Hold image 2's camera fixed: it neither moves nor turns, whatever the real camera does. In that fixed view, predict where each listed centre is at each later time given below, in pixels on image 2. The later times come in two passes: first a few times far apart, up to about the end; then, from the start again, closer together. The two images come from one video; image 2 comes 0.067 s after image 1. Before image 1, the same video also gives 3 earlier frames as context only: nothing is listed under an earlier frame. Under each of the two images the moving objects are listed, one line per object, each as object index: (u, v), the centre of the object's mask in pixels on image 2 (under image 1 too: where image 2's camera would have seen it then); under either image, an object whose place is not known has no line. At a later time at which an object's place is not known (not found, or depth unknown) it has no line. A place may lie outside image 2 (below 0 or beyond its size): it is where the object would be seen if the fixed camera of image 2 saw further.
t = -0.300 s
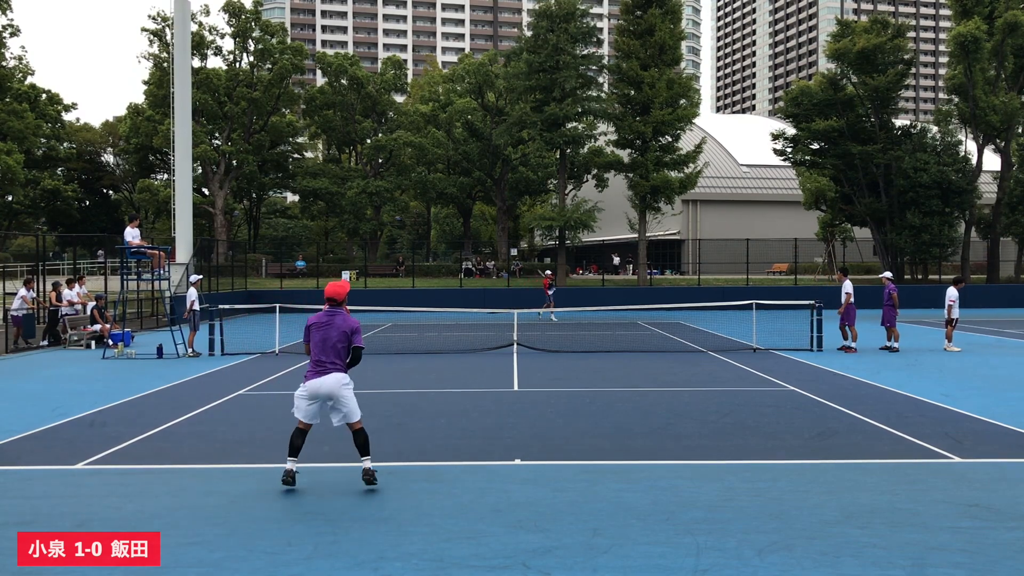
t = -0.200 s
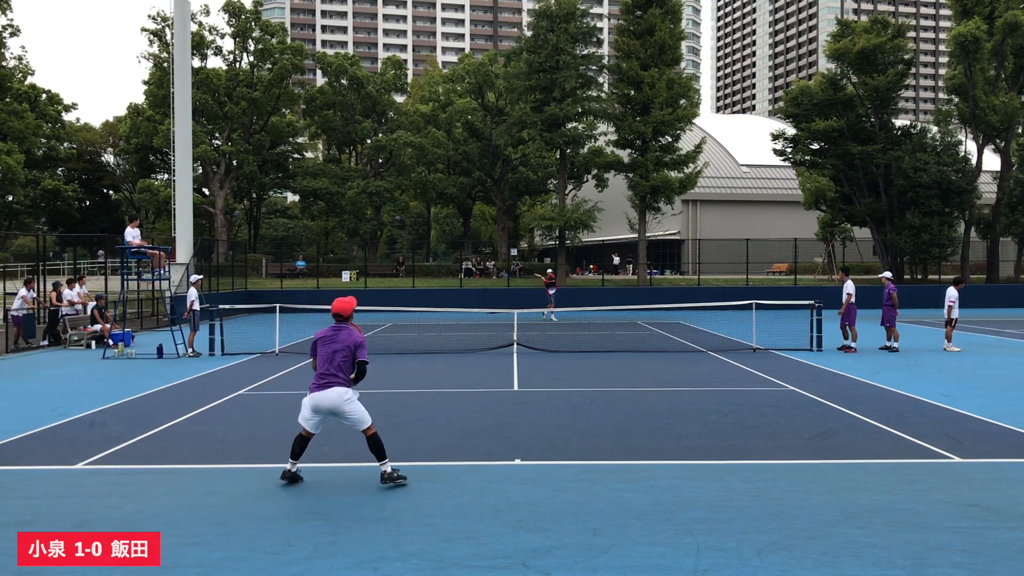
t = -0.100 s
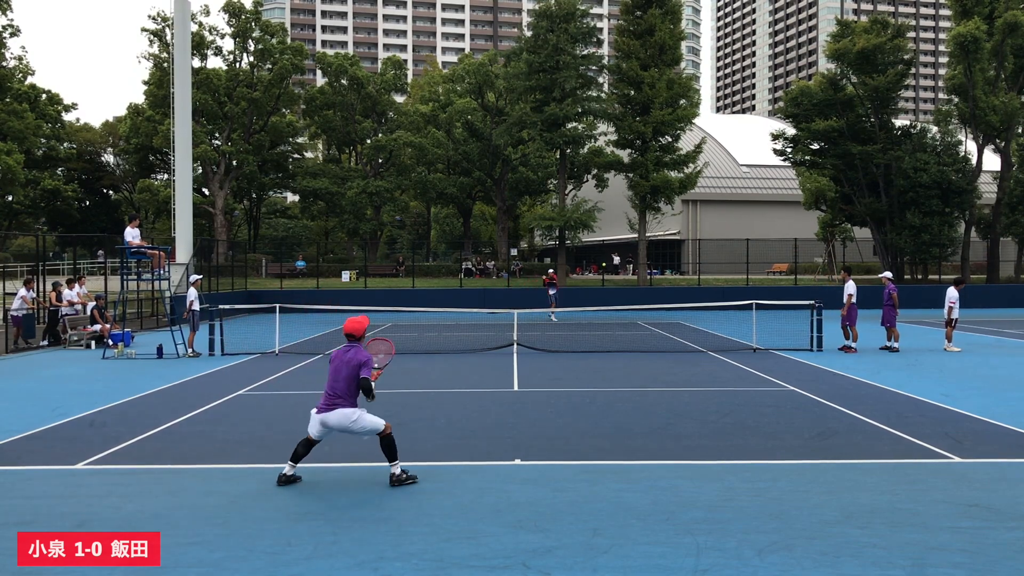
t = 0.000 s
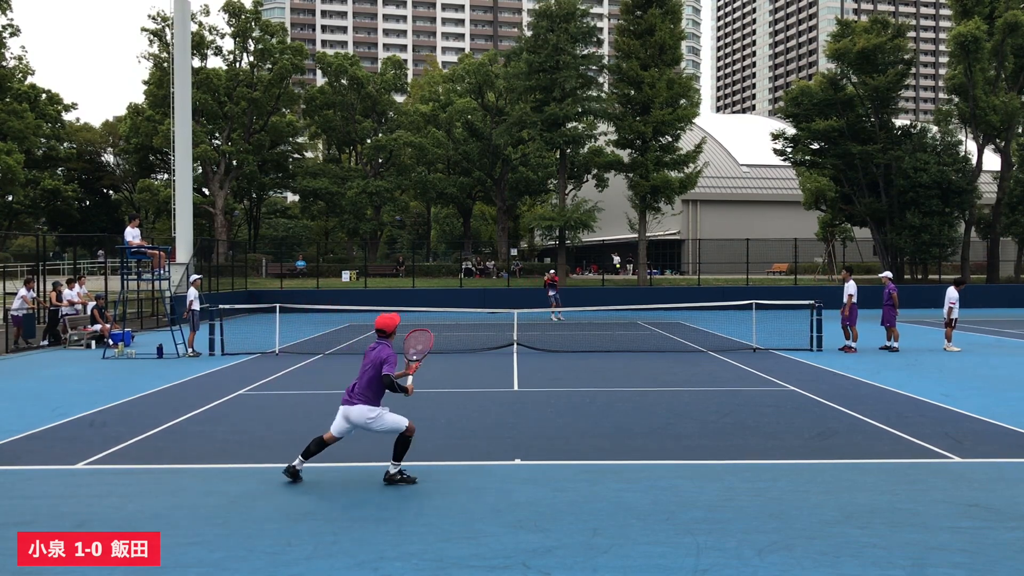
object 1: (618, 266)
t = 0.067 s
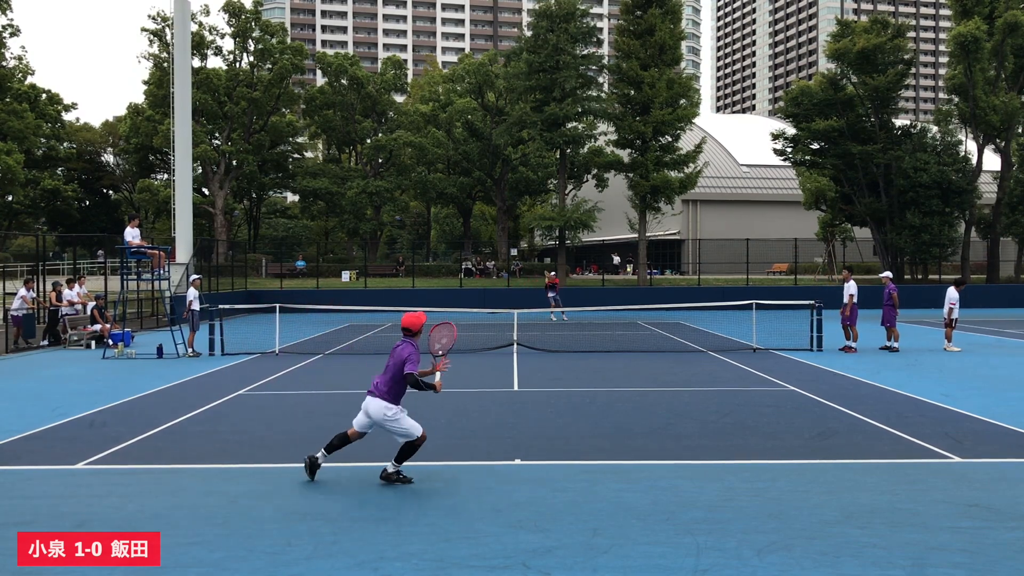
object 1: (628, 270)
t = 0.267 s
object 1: (668, 299)
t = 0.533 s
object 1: (752, 408)
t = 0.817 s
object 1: (847, 380)
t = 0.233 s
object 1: (661, 292)
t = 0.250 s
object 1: (664, 295)
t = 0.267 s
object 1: (668, 299)
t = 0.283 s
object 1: (672, 303)
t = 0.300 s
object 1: (676, 307)
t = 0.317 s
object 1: (681, 311)
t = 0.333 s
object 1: (685, 316)
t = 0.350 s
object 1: (690, 322)
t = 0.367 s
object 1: (694, 327)
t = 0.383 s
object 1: (699, 333)
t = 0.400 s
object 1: (704, 339)
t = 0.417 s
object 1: (709, 347)
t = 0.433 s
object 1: (715, 354)
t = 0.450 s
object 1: (721, 361)
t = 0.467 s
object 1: (727, 370)
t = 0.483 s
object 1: (733, 379)
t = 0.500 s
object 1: (739, 388)
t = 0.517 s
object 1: (745, 398)
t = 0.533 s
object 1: (752, 408)
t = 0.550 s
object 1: (758, 414)
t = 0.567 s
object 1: (763, 410)
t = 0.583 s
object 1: (767, 406)
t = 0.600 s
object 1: (772, 403)
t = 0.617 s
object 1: (777, 399)
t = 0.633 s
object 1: (782, 396)
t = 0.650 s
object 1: (787, 393)
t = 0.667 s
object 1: (792, 391)
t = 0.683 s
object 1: (798, 389)
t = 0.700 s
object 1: (803, 387)
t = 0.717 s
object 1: (809, 385)
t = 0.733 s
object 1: (815, 384)
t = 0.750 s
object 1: (821, 382)
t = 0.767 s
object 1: (827, 381)
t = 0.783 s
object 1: (833, 381)
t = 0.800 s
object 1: (840, 380)
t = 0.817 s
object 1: (847, 380)
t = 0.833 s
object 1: (854, 381)
